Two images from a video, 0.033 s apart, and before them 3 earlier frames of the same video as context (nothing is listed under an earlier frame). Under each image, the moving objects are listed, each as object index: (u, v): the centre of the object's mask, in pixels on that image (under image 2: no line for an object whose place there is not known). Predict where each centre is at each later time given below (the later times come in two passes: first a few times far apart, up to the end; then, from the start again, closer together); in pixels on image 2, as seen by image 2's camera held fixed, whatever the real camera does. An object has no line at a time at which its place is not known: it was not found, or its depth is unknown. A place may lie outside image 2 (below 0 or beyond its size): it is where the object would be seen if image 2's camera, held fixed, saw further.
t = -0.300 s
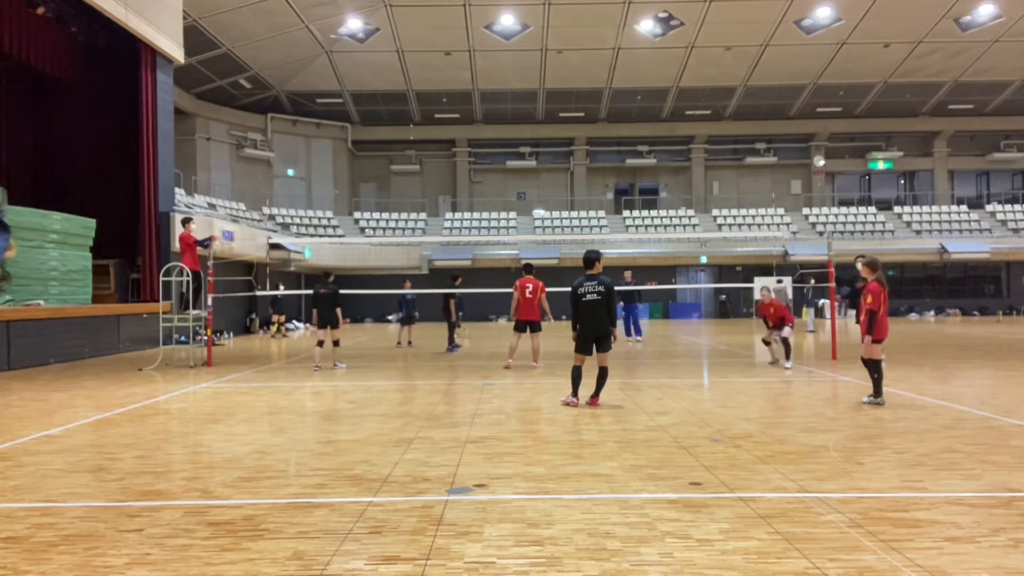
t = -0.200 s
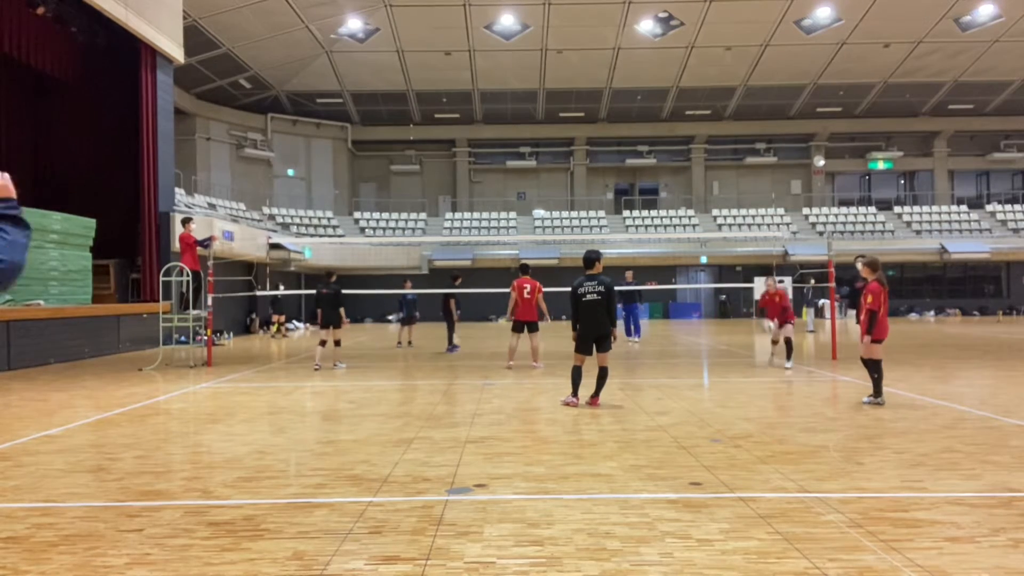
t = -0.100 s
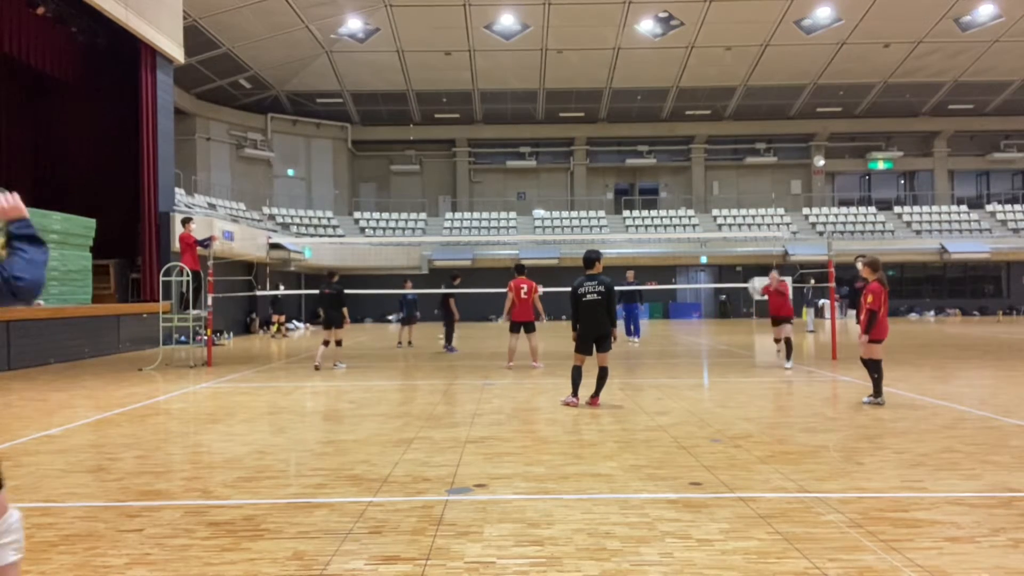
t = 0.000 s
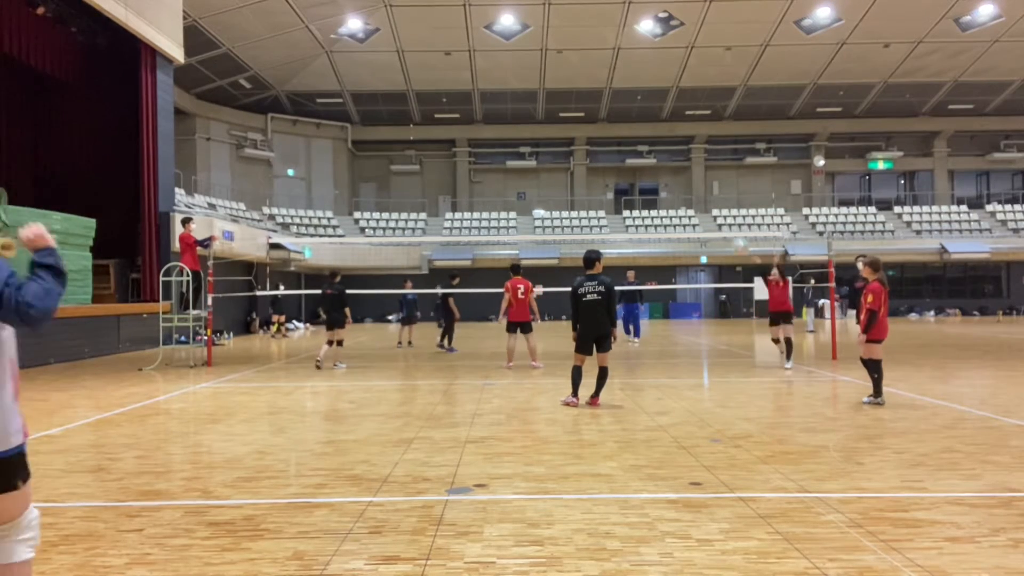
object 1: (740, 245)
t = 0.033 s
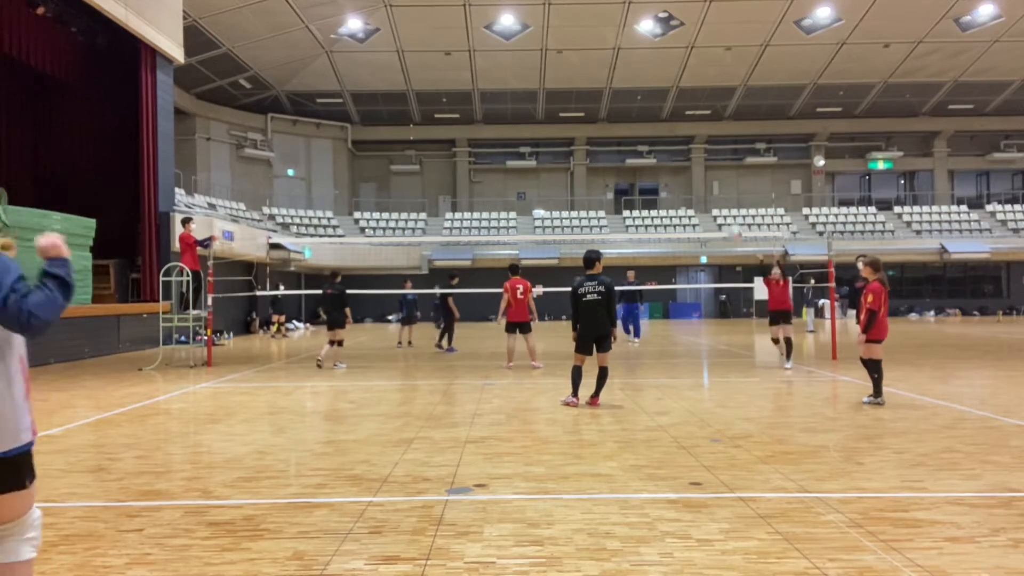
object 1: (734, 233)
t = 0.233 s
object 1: (705, 165)
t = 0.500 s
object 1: (656, 110)
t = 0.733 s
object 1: (597, 113)
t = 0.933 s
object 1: (528, 179)
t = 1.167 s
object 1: (412, 376)
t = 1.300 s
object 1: (325, 528)
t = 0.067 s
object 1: (729, 222)
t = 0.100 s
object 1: (724, 208)
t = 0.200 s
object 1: (710, 176)
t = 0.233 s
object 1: (705, 165)
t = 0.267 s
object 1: (699, 155)
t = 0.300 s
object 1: (694, 147)
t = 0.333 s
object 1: (688, 139)
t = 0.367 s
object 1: (683, 132)
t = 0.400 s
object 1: (677, 124)
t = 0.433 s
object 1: (670, 118)
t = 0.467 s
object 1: (663, 114)
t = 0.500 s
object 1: (656, 110)
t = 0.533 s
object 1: (648, 107)
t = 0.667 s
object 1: (616, 106)
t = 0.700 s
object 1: (606, 108)
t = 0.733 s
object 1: (597, 113)
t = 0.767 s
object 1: (587, 119)
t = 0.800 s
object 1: (577, 127)
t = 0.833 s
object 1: (566, 136)
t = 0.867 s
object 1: (554, 148)
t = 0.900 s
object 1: (541, 162)
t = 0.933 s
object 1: (528, 179)
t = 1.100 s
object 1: (452, 302)
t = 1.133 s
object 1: (432, 338)
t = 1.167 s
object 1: (412, 376)
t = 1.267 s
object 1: (343, 536)
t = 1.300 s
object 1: (325, 528)
